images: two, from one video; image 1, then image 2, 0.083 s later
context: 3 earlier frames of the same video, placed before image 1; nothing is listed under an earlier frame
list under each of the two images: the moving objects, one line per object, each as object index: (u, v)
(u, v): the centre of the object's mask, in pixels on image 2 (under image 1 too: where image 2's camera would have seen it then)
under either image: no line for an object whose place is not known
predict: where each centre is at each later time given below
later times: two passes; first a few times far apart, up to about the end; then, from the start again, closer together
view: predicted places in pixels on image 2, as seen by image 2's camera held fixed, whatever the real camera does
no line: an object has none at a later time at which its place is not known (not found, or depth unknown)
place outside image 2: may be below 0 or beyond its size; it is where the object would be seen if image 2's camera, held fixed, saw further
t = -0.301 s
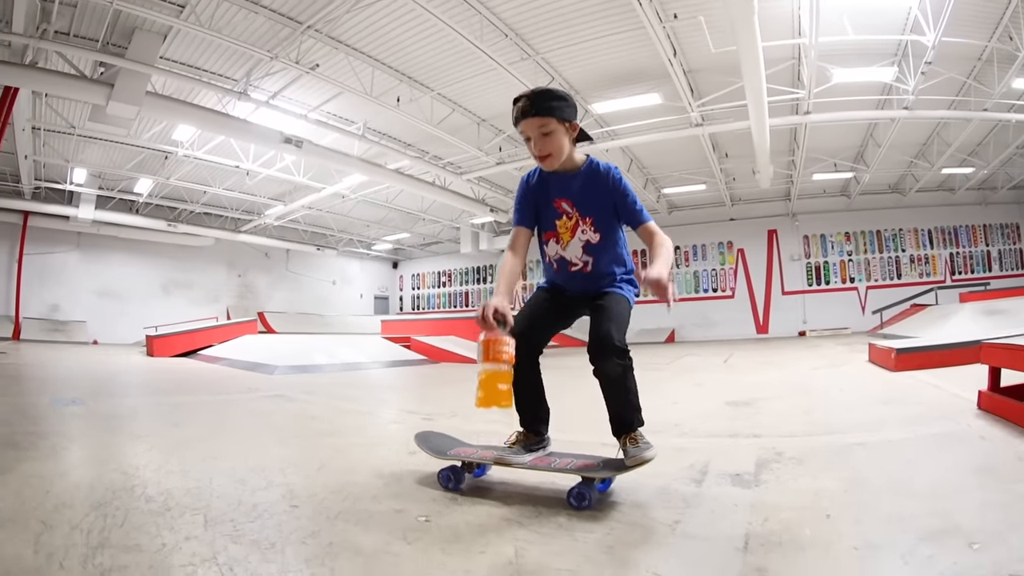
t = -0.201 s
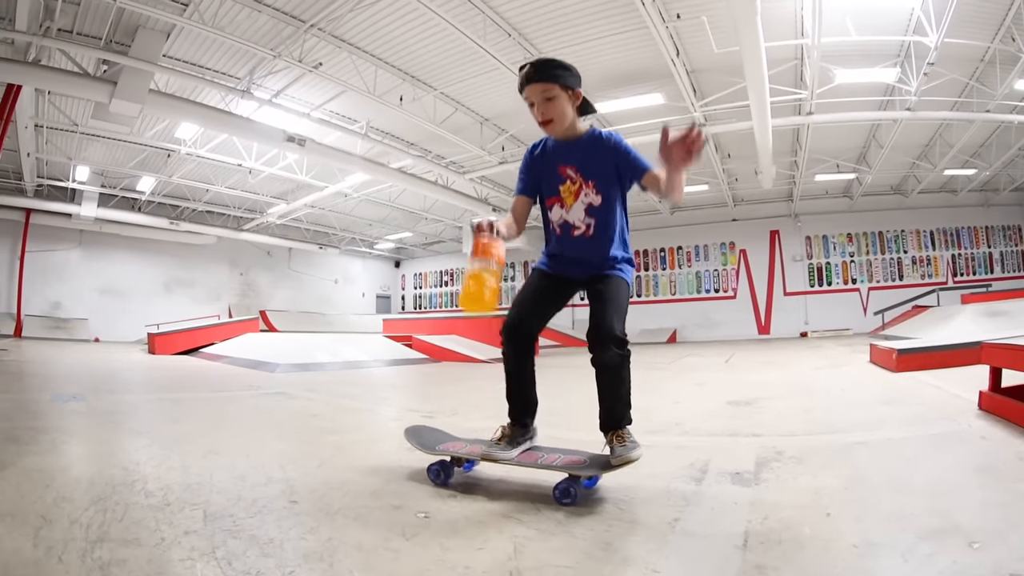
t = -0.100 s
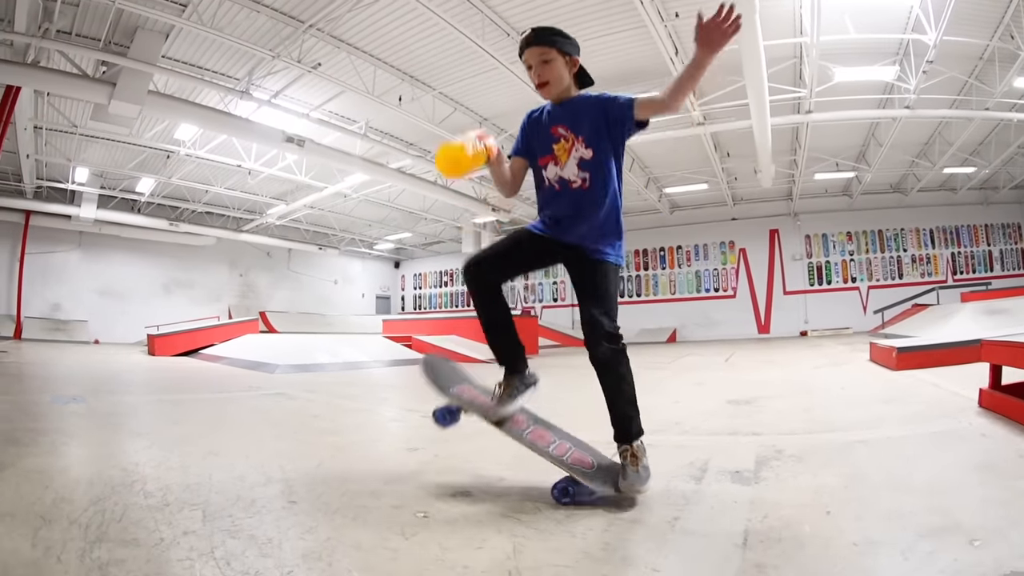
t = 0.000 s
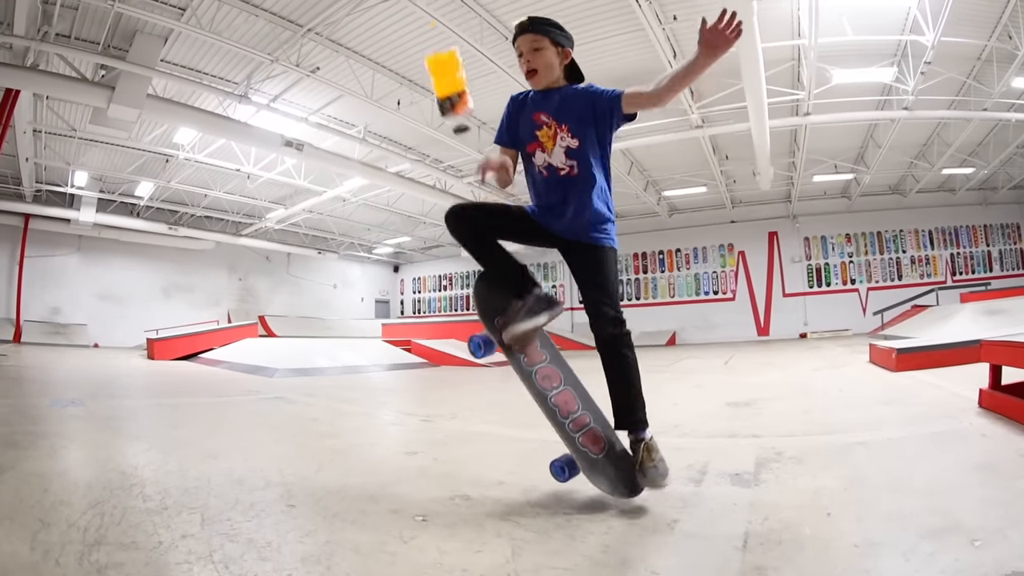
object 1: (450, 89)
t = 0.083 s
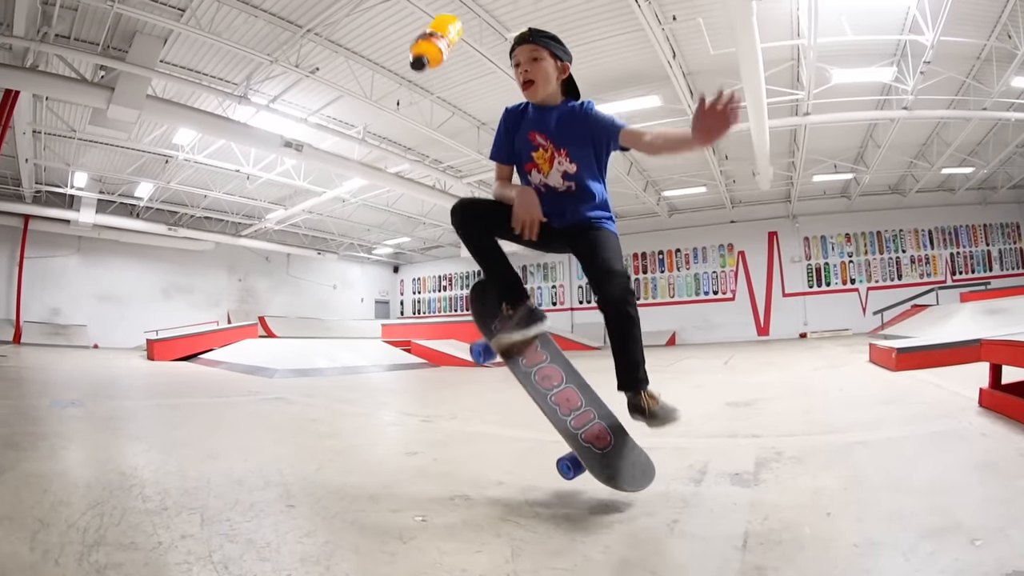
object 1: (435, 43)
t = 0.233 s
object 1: (417, 29)
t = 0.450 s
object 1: (377, 157)
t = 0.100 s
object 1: (433, 37)
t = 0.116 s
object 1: (431, 33)
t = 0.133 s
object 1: (429, 30)
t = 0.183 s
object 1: (423, 25)
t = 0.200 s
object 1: (421, 25)
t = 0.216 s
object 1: (419, 27)
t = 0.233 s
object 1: (417, 29)
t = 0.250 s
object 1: (414, 33)
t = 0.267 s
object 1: (412, 36)
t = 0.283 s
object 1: (409, 41)
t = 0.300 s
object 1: (407, 45)
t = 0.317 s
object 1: (404, 51)
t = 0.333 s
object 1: (401, 59)
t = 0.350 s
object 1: (398, 68)
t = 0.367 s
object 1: (395, 79)
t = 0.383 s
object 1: (392, 92)
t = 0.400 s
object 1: (388, 105)
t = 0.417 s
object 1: (384, 120)
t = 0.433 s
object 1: (381, 138)
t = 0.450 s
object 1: (377, 157)
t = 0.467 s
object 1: (373, 179)
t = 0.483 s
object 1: (370, 201)
